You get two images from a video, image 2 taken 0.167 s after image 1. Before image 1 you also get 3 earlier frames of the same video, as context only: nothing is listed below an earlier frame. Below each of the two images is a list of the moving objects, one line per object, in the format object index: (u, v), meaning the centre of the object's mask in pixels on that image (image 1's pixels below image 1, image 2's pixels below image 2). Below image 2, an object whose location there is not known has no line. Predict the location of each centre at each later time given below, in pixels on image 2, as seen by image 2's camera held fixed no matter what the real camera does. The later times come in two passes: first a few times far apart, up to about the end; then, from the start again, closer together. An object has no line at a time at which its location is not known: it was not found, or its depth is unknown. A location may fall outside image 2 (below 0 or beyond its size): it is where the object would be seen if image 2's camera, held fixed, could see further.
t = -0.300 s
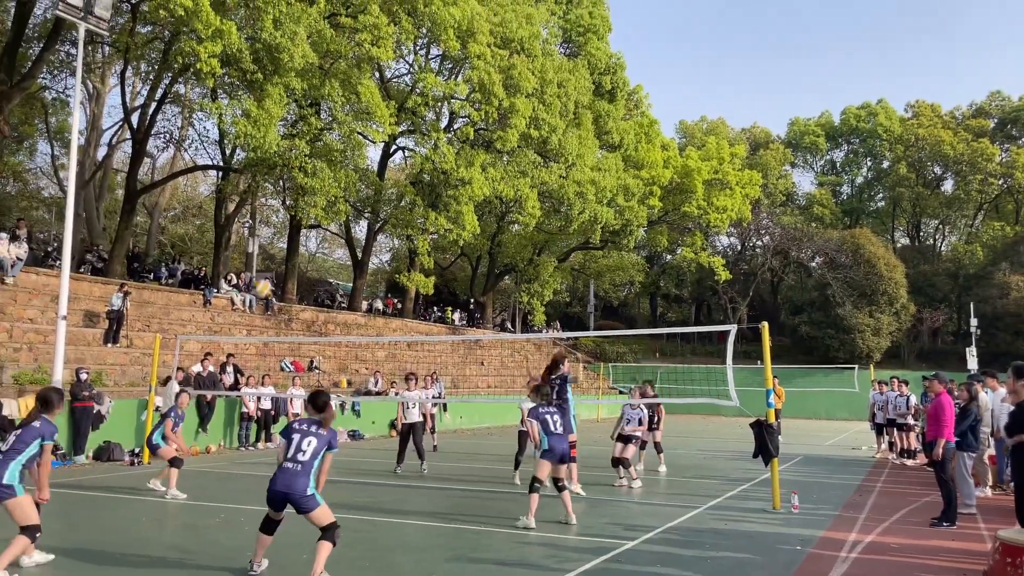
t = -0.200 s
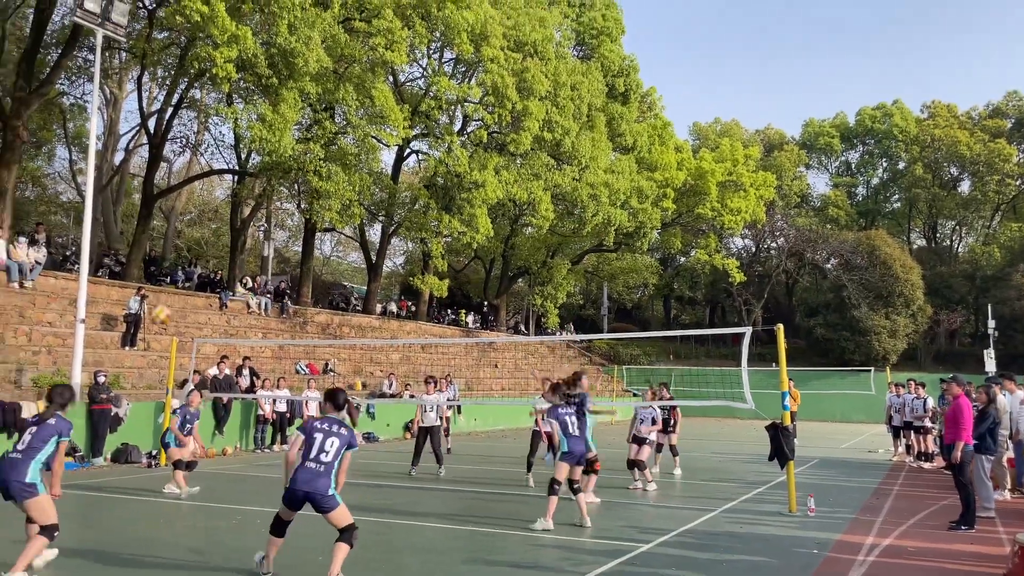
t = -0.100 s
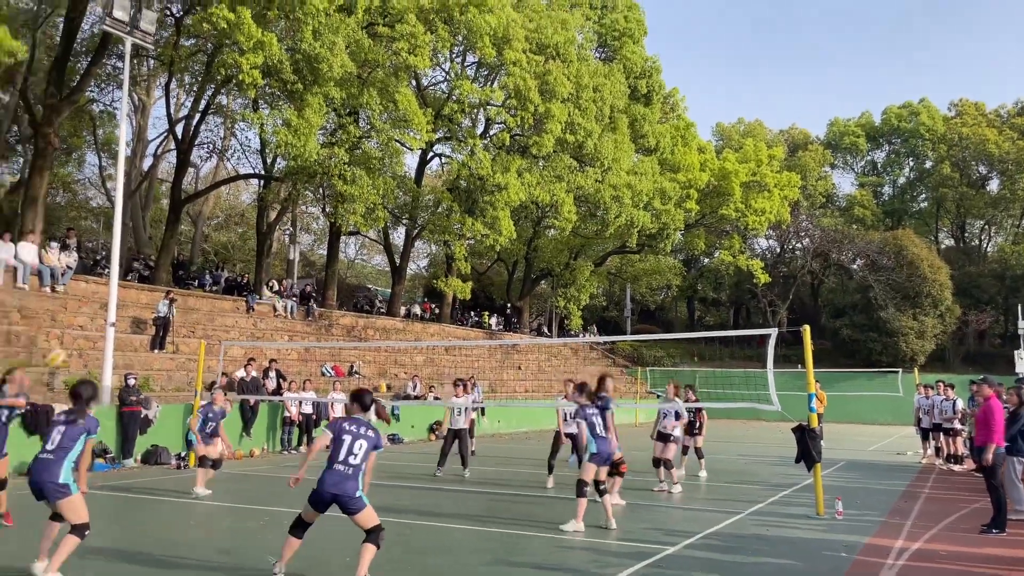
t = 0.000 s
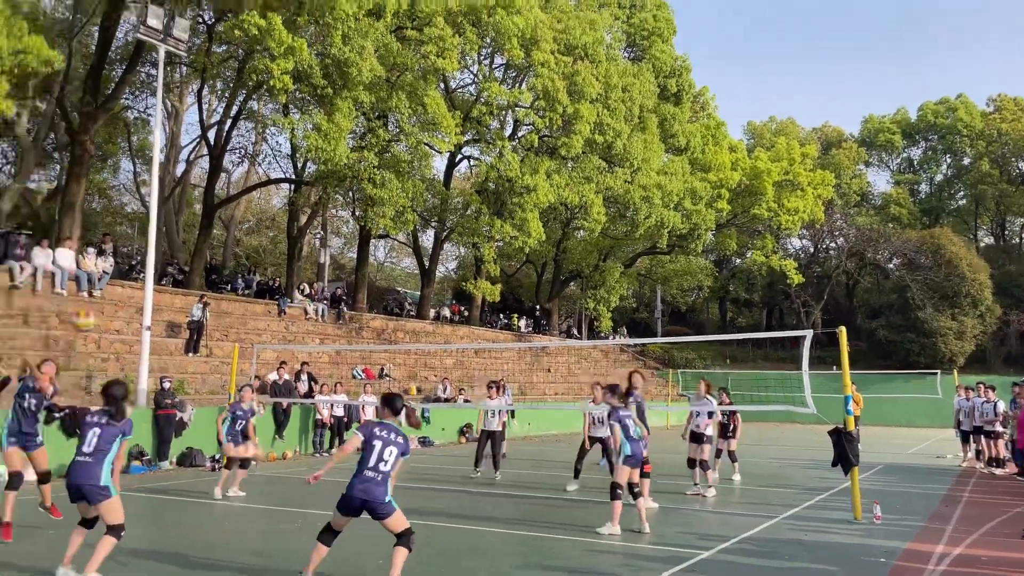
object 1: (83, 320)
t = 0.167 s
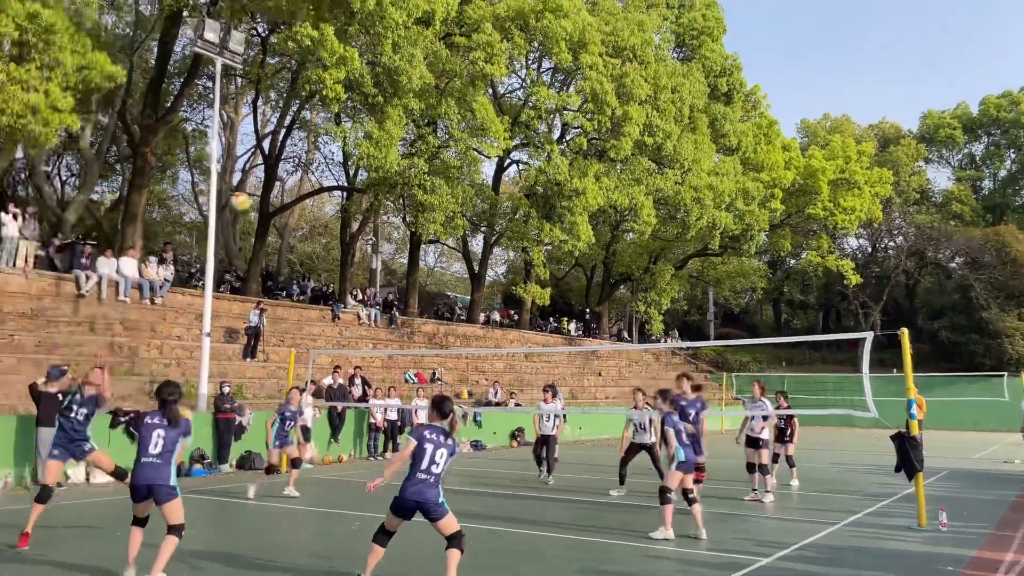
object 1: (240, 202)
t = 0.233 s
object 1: (274, 161)
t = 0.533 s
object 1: (416, 33)
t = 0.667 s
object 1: (474, 2)
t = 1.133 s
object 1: (672, 24)
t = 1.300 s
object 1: (740, 79)
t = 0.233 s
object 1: (274, 161)
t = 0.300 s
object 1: (309, 124)
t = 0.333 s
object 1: (323, 108)
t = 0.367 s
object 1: (340, 92)
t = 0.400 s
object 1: (355, 80)
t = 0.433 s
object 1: (372, 65)
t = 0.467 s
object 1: (387, 53)
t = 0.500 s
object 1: (402, 43)
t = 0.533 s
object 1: (416, 33)
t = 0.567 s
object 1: (432, 23)
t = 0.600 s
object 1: (446, 15)
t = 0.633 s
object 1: (461, 8)
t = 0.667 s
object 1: (474, 2)
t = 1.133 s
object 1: (672, 24)
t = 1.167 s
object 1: (684, 33)
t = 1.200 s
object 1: (698, 43)
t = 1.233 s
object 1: (712, 52)
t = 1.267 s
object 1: (725, 64)
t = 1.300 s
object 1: (740, 79)
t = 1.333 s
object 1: (753, 93)
